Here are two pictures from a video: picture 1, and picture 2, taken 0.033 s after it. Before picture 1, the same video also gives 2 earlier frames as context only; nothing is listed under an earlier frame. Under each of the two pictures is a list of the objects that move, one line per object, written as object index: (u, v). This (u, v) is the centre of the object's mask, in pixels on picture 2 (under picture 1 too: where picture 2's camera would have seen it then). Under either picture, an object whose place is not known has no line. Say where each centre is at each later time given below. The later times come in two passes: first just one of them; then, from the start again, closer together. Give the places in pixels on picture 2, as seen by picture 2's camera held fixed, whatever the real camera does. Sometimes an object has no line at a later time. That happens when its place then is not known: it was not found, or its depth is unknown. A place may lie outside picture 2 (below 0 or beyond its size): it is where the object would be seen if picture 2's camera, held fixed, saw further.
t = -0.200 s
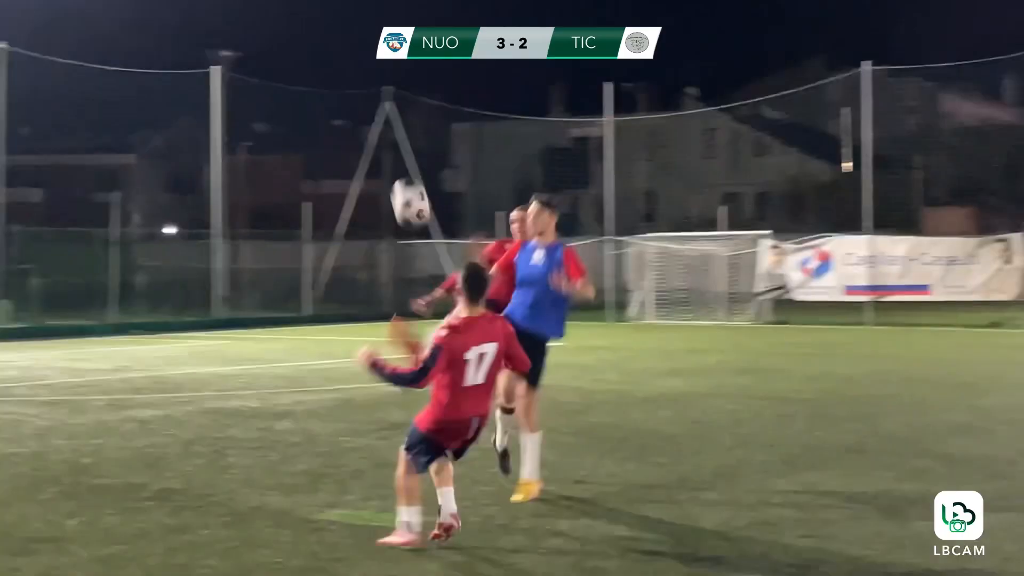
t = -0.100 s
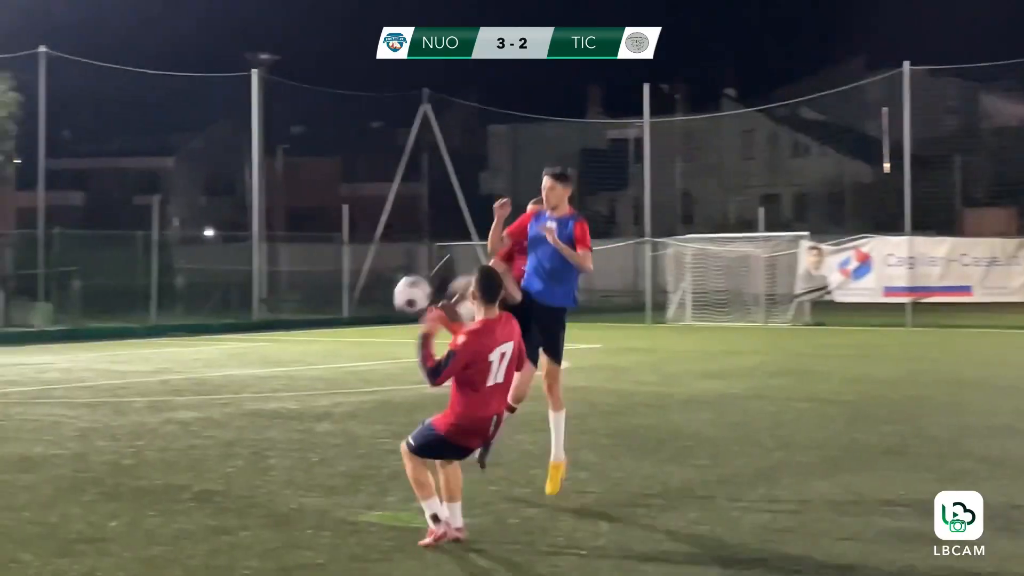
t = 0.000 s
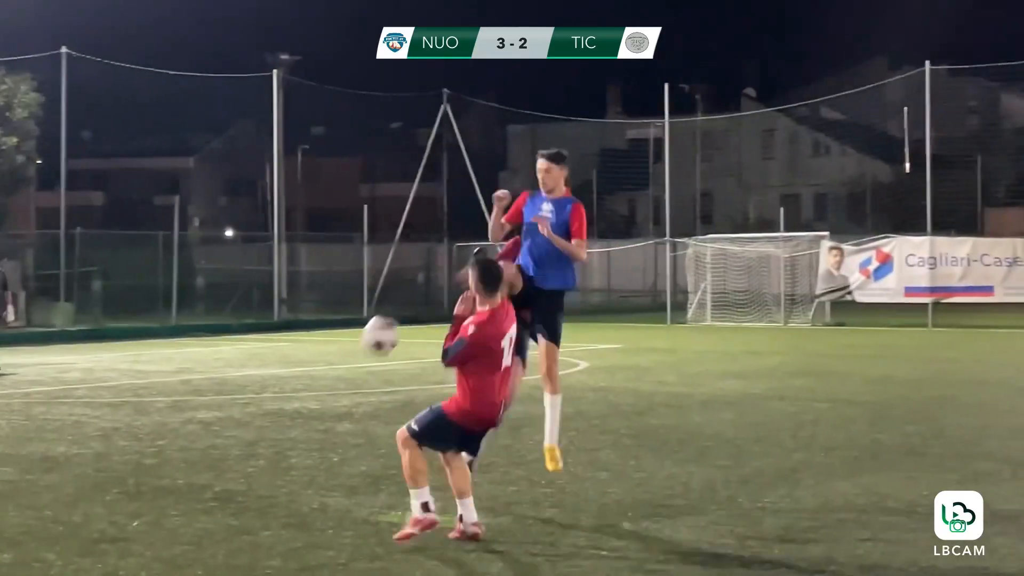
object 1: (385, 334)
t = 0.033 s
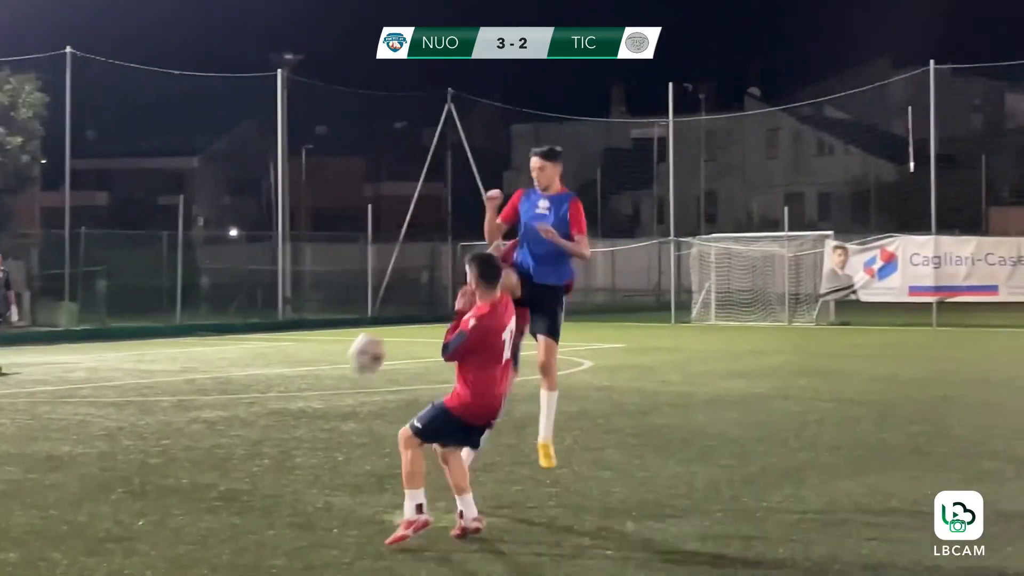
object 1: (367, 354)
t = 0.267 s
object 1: (244, 508)
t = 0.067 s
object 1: (349, 372)
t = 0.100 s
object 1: (332, 393)
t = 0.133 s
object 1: (313, 416)
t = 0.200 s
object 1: (279, 469)
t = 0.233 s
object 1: (262, 500)
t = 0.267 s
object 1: (244, 508)
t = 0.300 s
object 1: (227, 487)
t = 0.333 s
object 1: (212, 469)
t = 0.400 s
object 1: (180, 439)
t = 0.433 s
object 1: (165, 427)
